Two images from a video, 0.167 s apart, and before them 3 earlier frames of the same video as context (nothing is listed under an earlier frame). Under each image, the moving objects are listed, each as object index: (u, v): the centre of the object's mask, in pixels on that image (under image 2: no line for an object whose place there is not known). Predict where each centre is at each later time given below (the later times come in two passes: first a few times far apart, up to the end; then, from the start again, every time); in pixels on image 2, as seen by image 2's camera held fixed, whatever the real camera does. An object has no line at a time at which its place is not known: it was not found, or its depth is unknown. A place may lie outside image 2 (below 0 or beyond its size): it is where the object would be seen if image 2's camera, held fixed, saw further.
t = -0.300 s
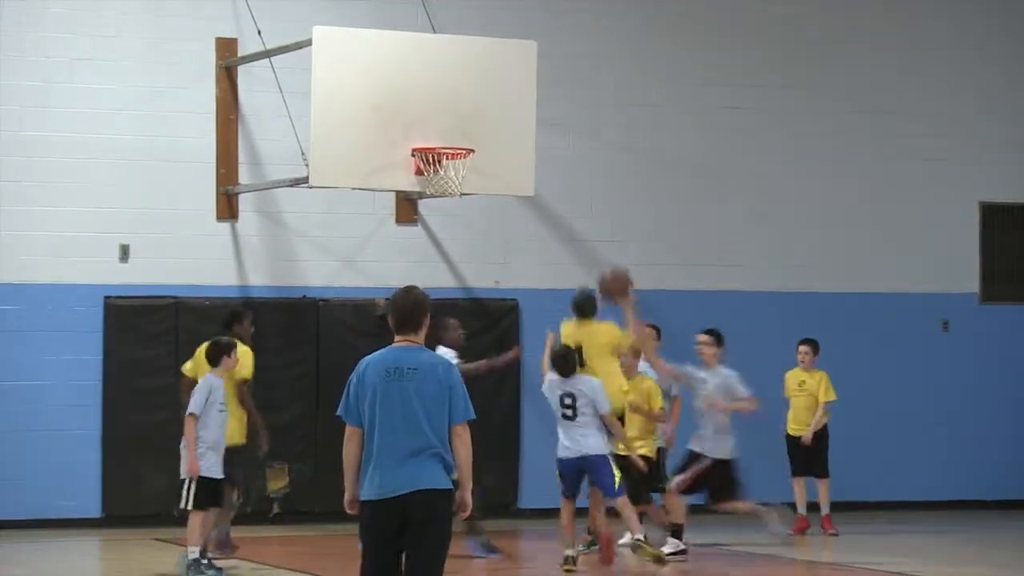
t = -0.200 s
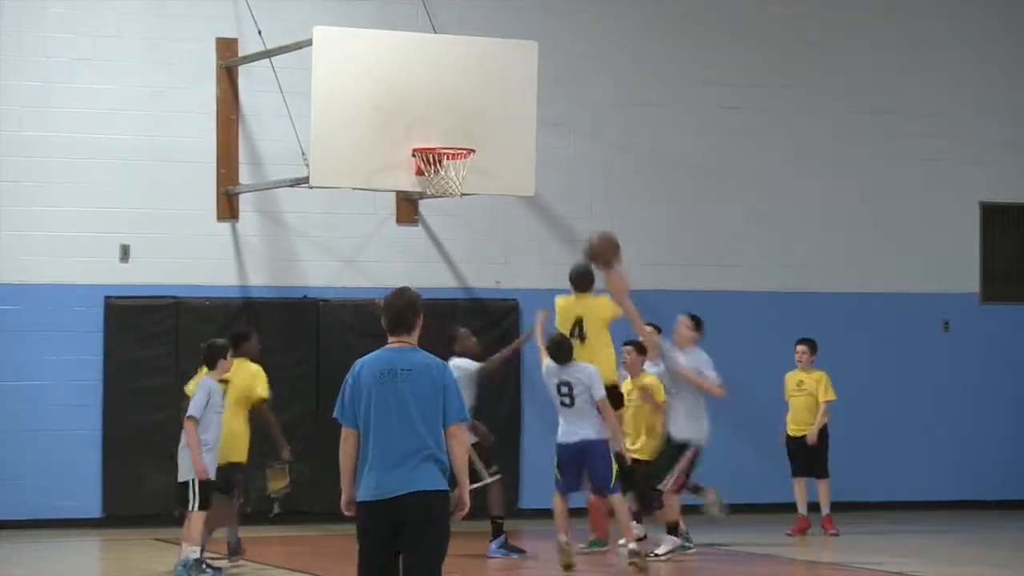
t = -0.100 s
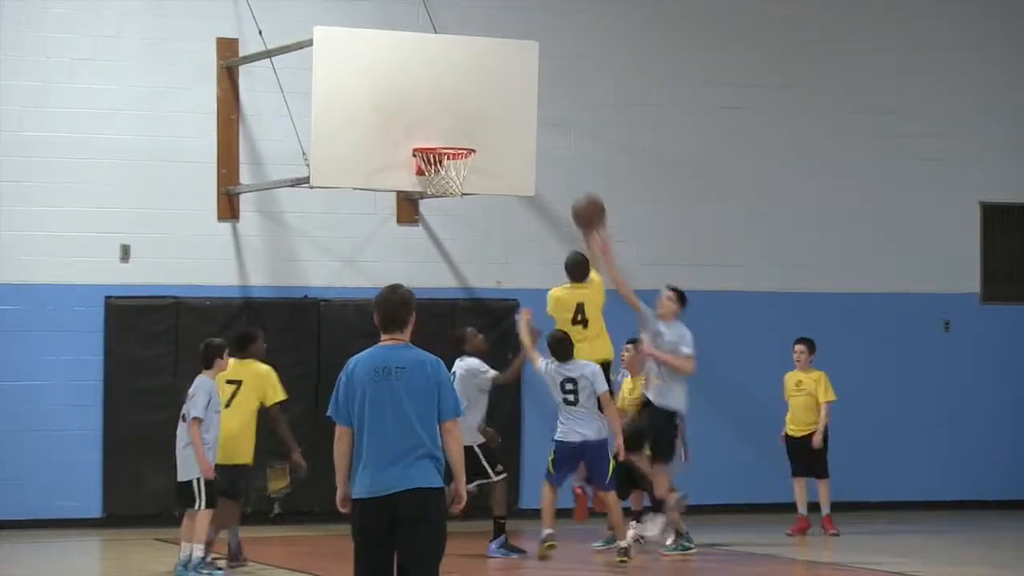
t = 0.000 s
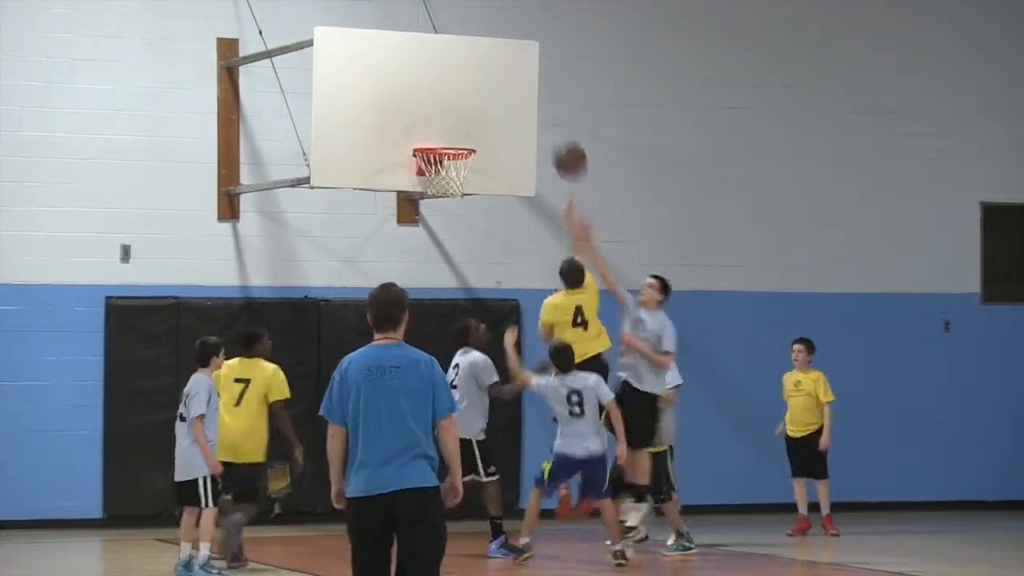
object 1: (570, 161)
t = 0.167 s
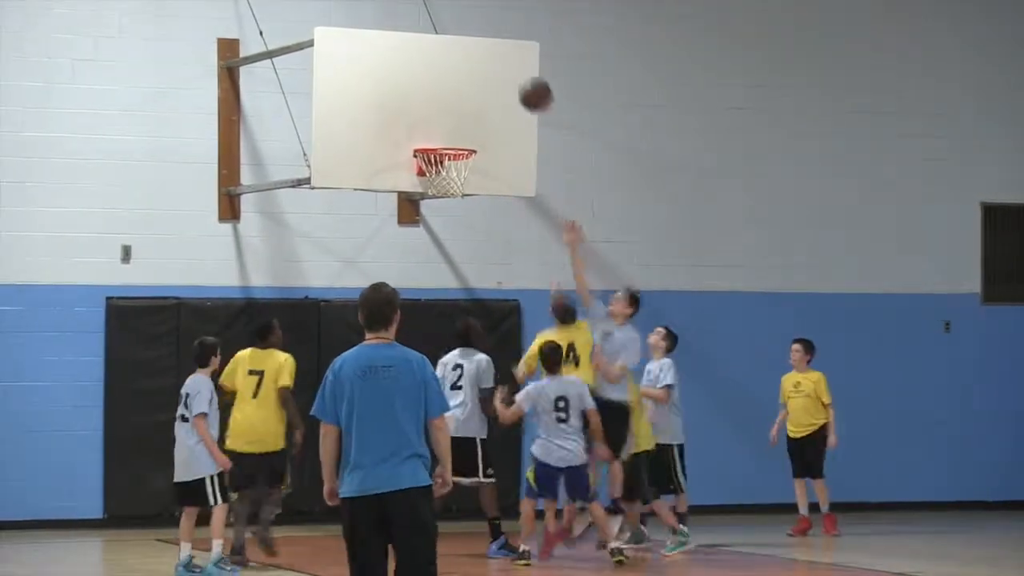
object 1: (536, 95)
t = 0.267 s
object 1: (515, 75)
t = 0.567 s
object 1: (459, 94)
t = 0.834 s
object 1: (444, 135)
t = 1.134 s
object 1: (378, 119)
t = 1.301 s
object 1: (342, 161)
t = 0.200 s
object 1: (529, 87)
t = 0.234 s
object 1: (522, 80)
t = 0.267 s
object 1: (515, 75)
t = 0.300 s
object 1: (508, 71)
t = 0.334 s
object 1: (502, 69)
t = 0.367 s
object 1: (495, 69)
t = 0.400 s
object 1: (489, 70)
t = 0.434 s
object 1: (483, 71)
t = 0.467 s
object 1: (477, 75)
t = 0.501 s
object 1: (470, 80)
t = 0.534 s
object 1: (465, 87)
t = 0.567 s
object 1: (459, 94)
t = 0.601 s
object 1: (453, 103)
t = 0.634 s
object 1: (451, 112)
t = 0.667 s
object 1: (455, 120)
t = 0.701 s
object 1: (459, 130)
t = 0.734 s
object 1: (464, 139)
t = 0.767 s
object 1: (458, 138)
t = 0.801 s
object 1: (452, 137)
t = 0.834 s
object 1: (444, 135)
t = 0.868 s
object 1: (436, 129)
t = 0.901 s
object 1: (429, 123)
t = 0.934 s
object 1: (422, 118)
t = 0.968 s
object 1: (415, 115)
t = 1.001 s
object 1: (407, 113)
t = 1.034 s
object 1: (400, 112)
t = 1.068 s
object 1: (393, 114)
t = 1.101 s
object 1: (386, 116)
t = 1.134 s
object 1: (378, 119)
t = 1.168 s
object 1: (371, 125)
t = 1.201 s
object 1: (364, 131)
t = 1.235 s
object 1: (356, 139)
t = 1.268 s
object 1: (349, 149)
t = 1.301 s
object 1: (342, 161)
